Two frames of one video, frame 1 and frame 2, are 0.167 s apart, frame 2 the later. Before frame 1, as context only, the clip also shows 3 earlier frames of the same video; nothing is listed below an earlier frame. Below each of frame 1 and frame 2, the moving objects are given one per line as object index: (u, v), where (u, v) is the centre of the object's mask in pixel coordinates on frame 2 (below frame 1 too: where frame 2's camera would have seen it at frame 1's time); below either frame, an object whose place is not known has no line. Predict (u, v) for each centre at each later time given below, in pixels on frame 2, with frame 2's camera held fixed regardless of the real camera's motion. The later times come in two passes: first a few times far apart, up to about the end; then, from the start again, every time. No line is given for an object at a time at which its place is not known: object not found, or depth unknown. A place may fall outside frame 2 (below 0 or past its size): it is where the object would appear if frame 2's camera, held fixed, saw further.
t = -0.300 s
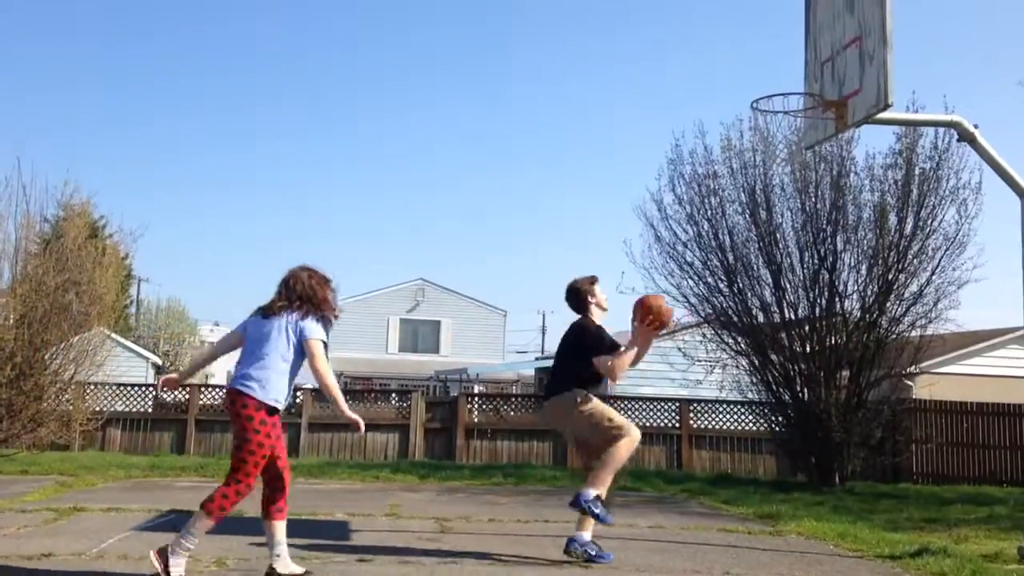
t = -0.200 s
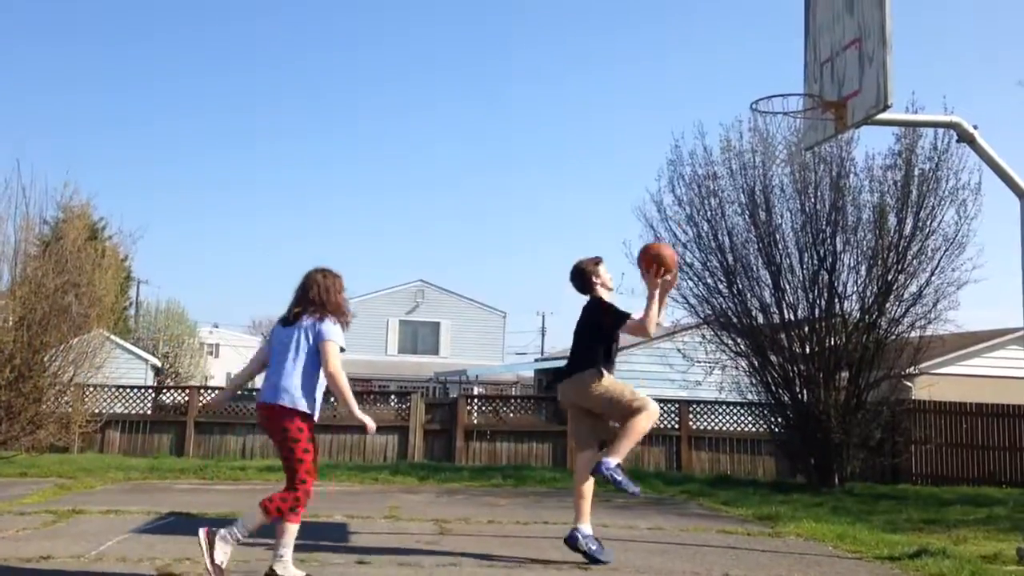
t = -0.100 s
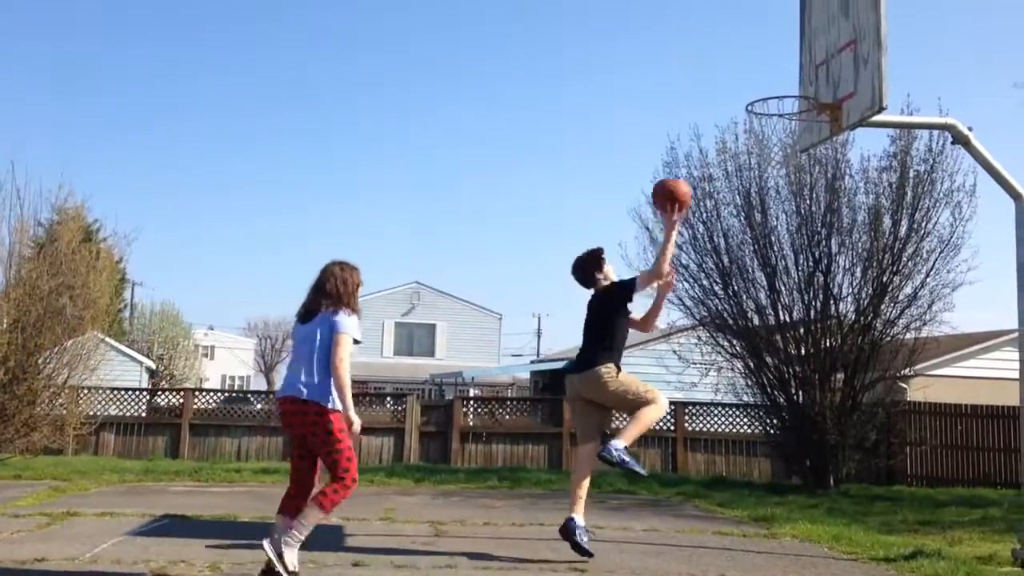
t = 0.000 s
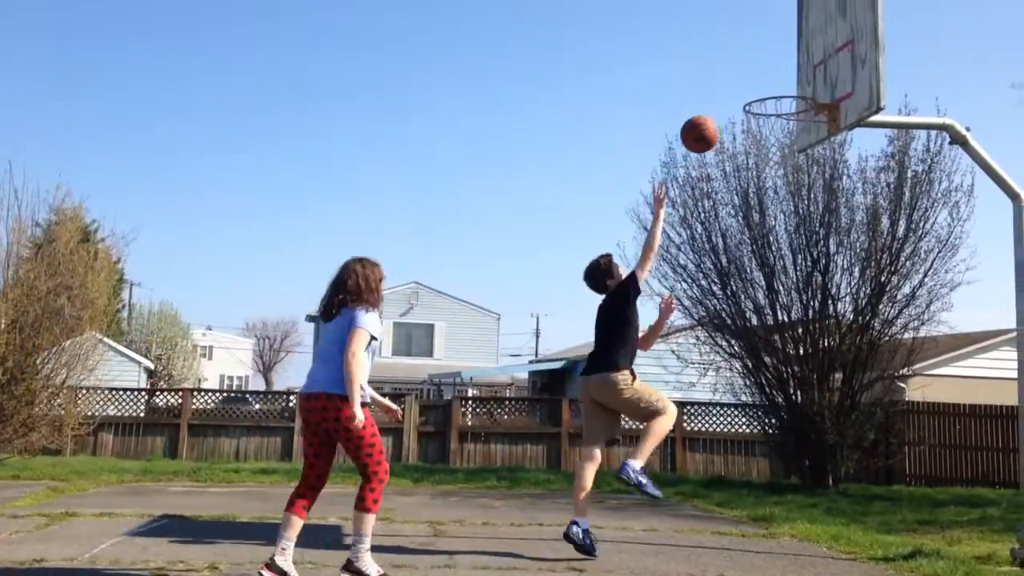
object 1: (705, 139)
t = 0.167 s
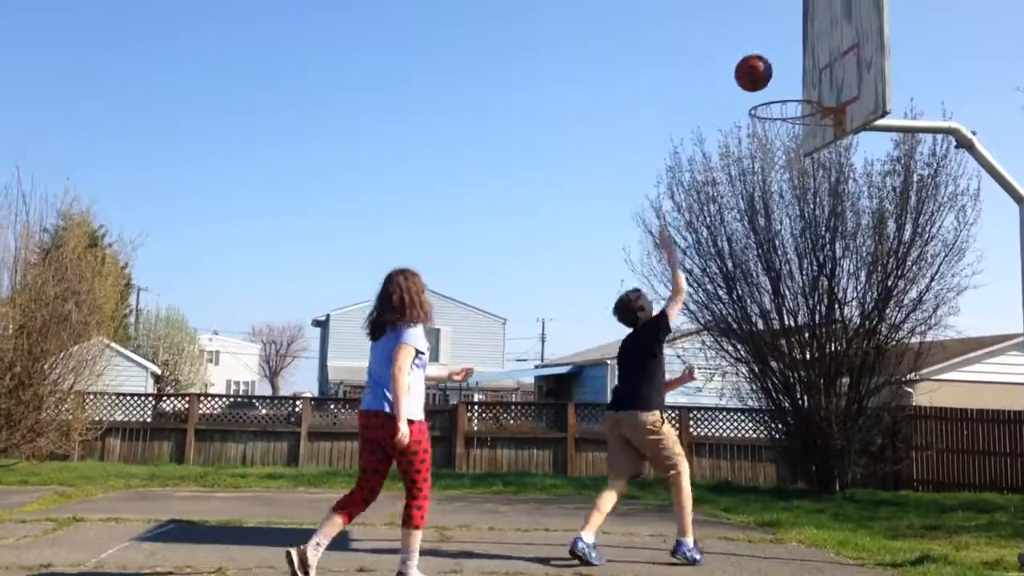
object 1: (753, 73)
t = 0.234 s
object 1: (772, 60)
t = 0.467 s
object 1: (814, 60)
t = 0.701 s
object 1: (767, 92)
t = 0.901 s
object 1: (778, 80)
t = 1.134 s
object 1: (780, 88)
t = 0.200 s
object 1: (763, 66)
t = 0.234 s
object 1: (772, 60)
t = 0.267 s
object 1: (781, 56)
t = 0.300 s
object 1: (789, 53)
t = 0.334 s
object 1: (797, 52)
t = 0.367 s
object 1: (807, 52)
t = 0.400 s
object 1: (816, 54)
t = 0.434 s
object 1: (823, 57)
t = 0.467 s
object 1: (814, 60)
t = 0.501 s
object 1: (804, 66)
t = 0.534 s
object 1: (794, 73)
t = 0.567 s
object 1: (785, 81)
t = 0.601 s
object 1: (775, 90)
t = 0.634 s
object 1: (766, 102)
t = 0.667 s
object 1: (766, 98)
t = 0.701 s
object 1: (767, 92)
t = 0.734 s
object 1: (770, 88)
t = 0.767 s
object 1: (772, 85)
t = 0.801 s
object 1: (774, 84)
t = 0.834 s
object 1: (777, 84)
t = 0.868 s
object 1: (779, 85)
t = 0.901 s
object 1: (778, 80)
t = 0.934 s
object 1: (778, 76)
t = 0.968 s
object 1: (779, 74)
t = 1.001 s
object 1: (779, 74)
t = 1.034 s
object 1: (779, 75)
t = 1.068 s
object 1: (780, 77)
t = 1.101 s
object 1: (780, 82)
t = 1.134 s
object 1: (780, 88)
